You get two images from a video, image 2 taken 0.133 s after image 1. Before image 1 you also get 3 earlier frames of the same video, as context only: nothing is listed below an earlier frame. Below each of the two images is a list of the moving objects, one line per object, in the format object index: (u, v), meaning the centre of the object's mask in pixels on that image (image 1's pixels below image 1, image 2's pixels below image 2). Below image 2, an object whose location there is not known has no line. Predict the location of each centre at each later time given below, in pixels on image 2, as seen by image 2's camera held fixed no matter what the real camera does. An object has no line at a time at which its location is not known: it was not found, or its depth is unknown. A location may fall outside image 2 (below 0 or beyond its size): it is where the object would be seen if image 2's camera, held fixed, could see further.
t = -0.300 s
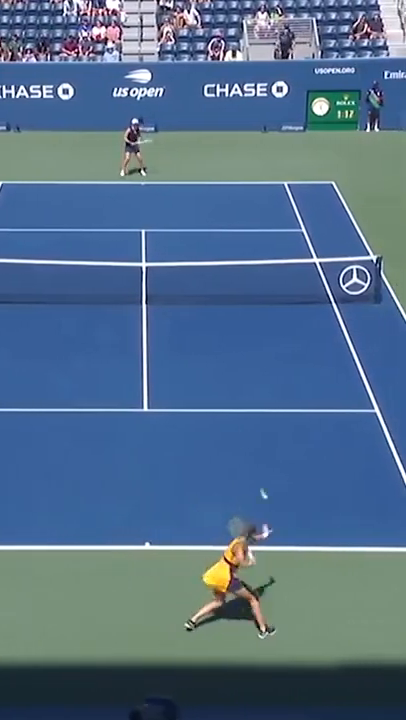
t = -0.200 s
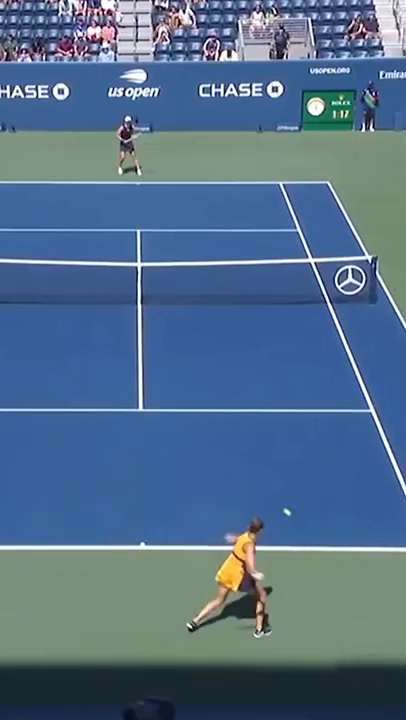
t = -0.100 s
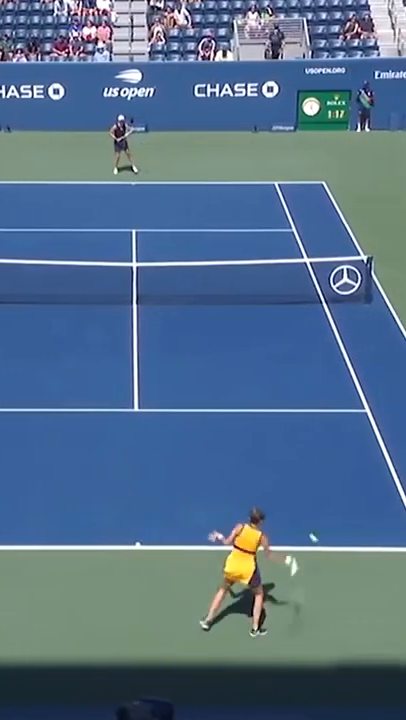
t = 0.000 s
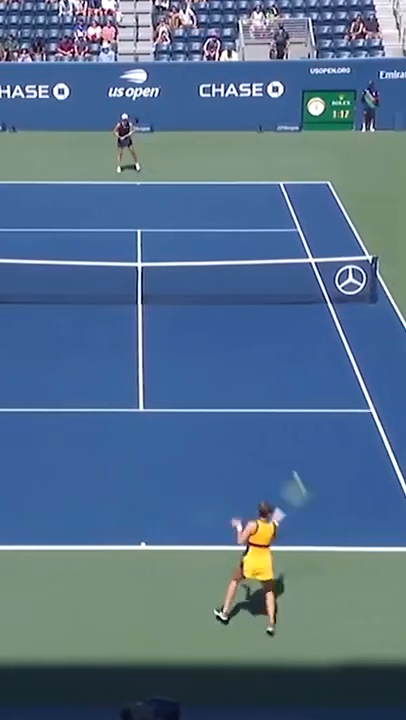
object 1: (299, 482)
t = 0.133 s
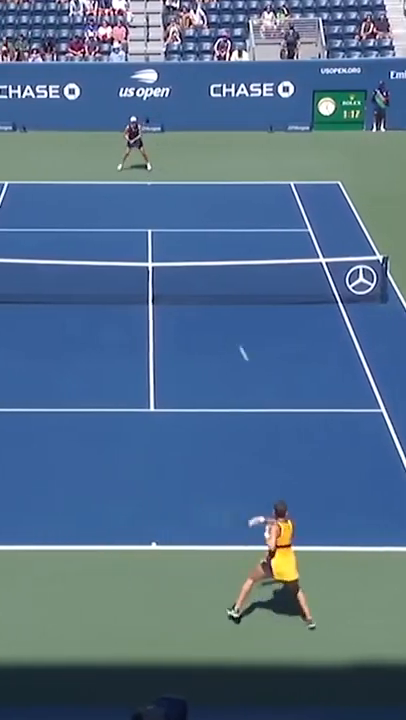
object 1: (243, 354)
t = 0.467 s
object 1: (142, 196)
